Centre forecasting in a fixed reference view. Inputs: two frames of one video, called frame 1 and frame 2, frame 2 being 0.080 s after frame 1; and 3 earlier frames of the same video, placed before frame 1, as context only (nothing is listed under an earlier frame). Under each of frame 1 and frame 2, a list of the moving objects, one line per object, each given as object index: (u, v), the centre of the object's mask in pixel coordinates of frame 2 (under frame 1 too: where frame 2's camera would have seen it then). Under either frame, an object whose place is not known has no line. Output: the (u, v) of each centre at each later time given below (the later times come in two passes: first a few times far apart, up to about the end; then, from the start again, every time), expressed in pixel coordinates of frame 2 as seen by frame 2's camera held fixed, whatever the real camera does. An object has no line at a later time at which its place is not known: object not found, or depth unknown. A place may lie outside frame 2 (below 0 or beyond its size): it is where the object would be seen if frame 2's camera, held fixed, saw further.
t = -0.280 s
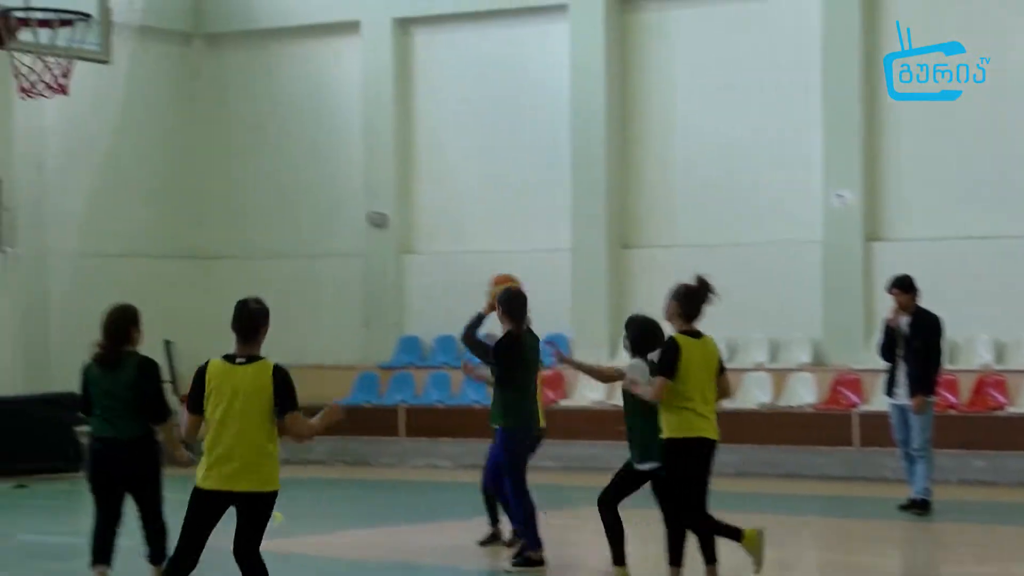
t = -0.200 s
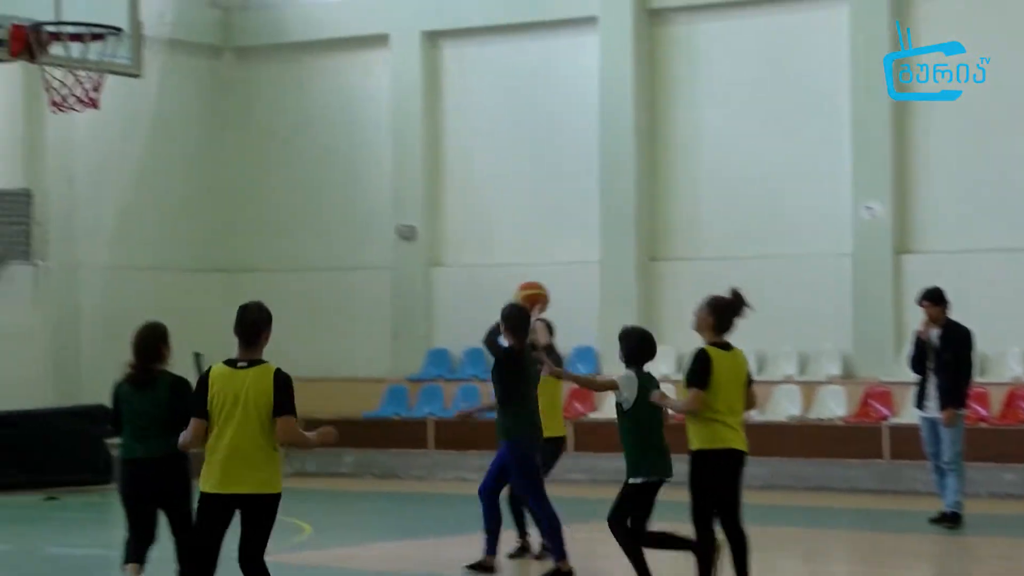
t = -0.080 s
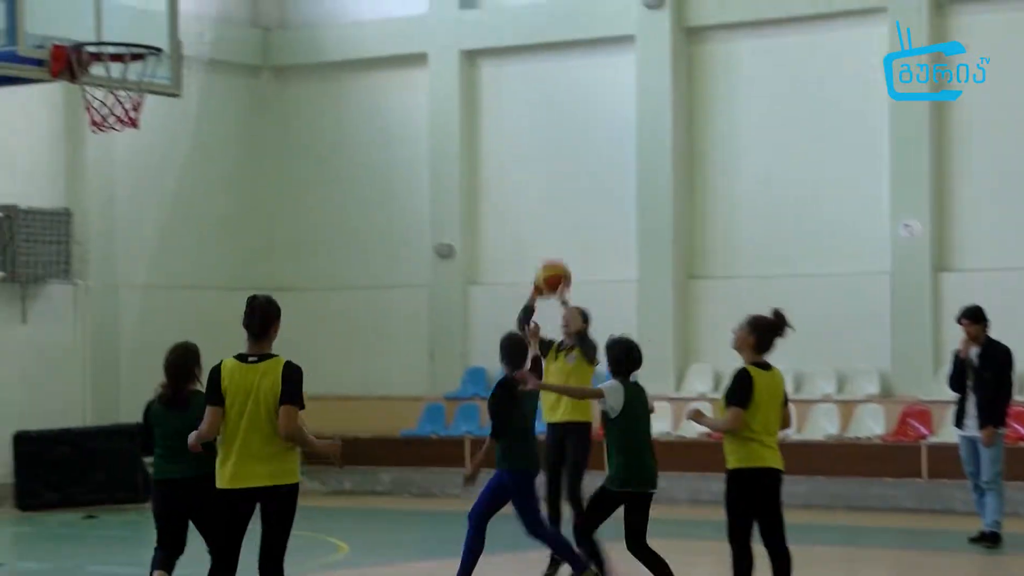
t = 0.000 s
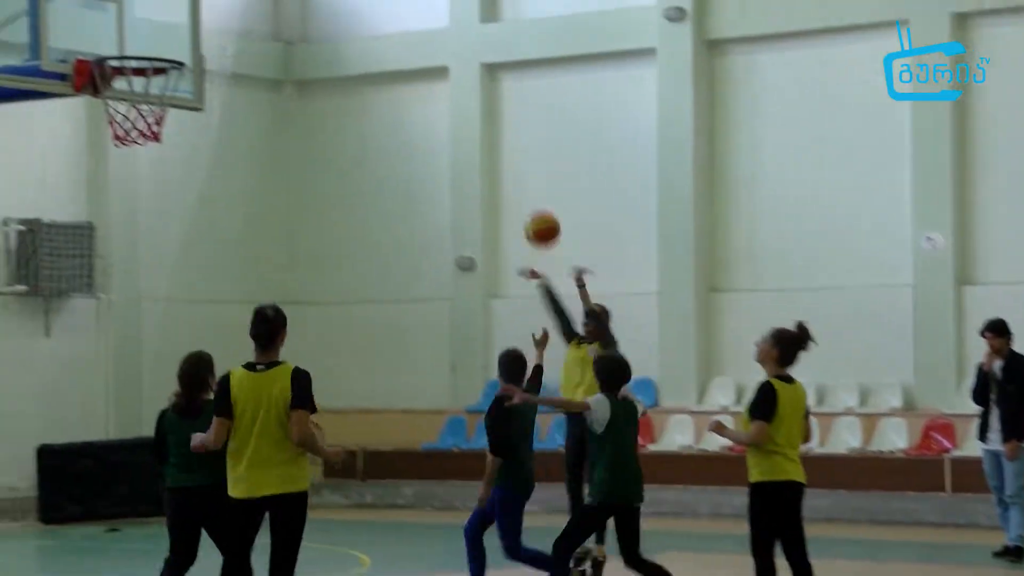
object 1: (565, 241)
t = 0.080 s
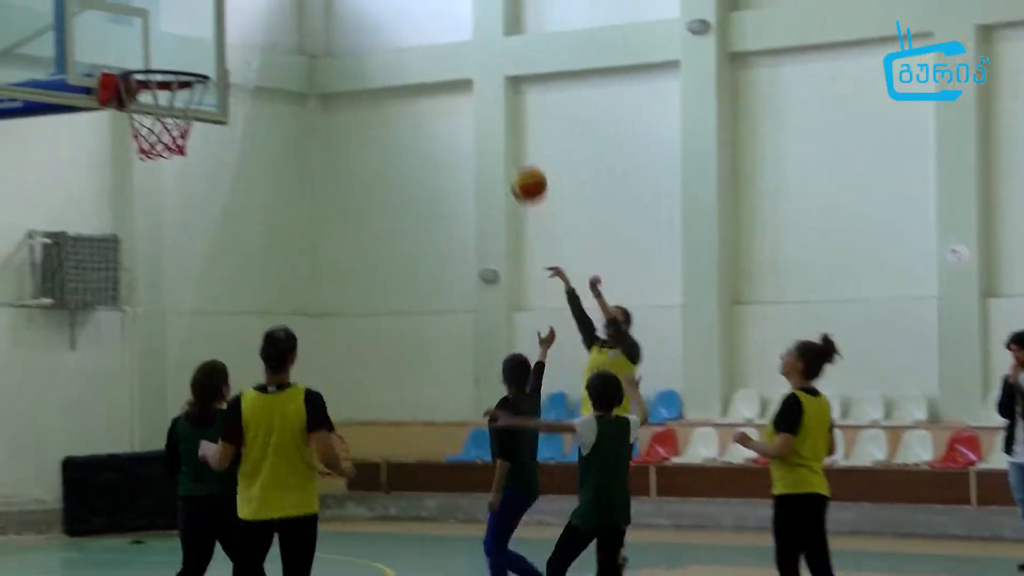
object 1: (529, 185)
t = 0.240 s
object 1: (453, 97)
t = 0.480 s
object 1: (328, 35)
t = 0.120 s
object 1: (511, 159)
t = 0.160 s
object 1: (491, 136)
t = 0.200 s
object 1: (472, 116)
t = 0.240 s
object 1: (453, 97)
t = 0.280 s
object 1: (433, 81)
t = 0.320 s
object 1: (412, 67)
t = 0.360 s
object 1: (392, 55)
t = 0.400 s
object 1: (371, 46)
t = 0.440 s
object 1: (349, 39)
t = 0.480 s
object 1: (328, 35)
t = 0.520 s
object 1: (306, 34)
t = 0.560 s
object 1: (283, 35)
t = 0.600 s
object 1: (261, 41)
